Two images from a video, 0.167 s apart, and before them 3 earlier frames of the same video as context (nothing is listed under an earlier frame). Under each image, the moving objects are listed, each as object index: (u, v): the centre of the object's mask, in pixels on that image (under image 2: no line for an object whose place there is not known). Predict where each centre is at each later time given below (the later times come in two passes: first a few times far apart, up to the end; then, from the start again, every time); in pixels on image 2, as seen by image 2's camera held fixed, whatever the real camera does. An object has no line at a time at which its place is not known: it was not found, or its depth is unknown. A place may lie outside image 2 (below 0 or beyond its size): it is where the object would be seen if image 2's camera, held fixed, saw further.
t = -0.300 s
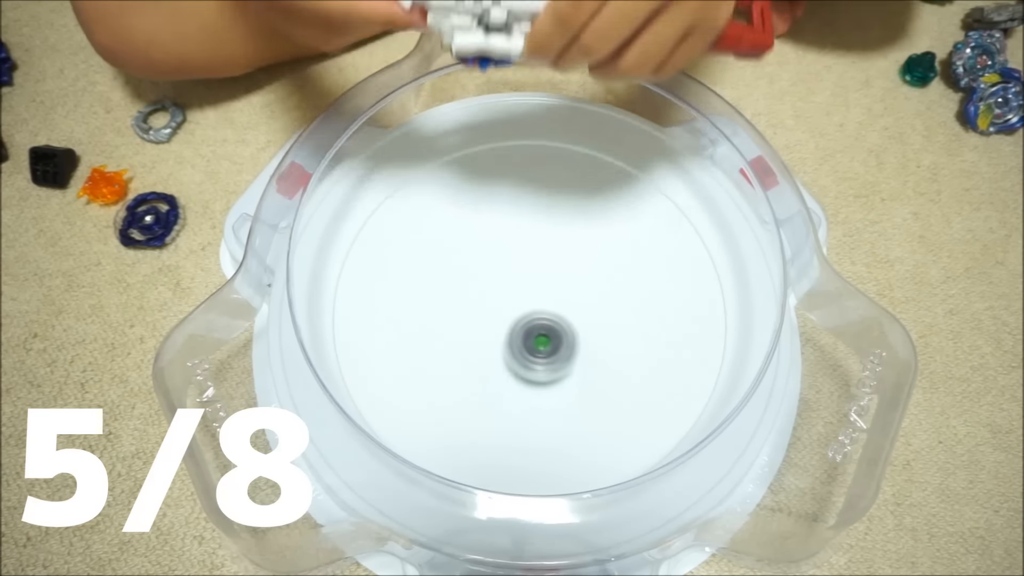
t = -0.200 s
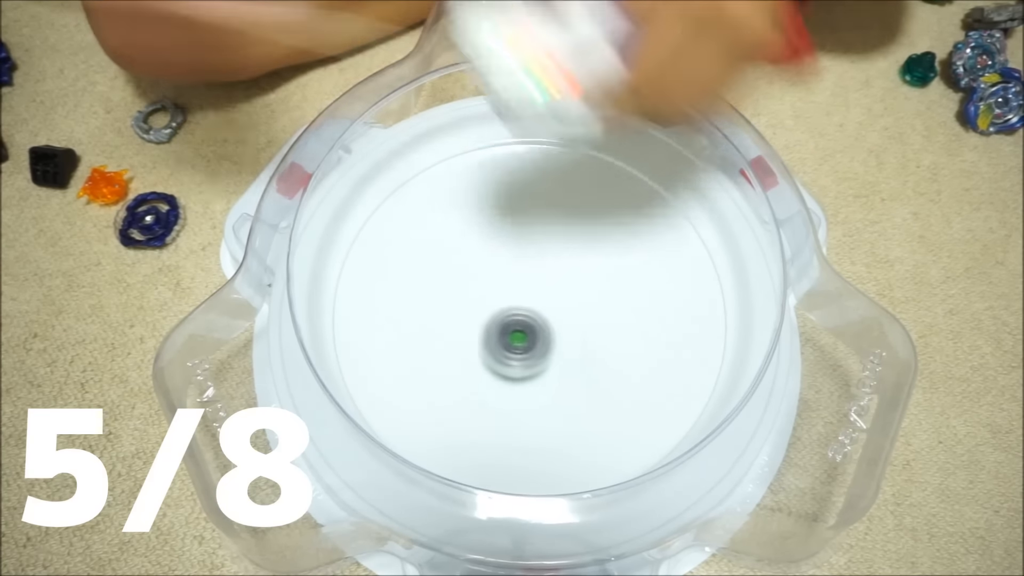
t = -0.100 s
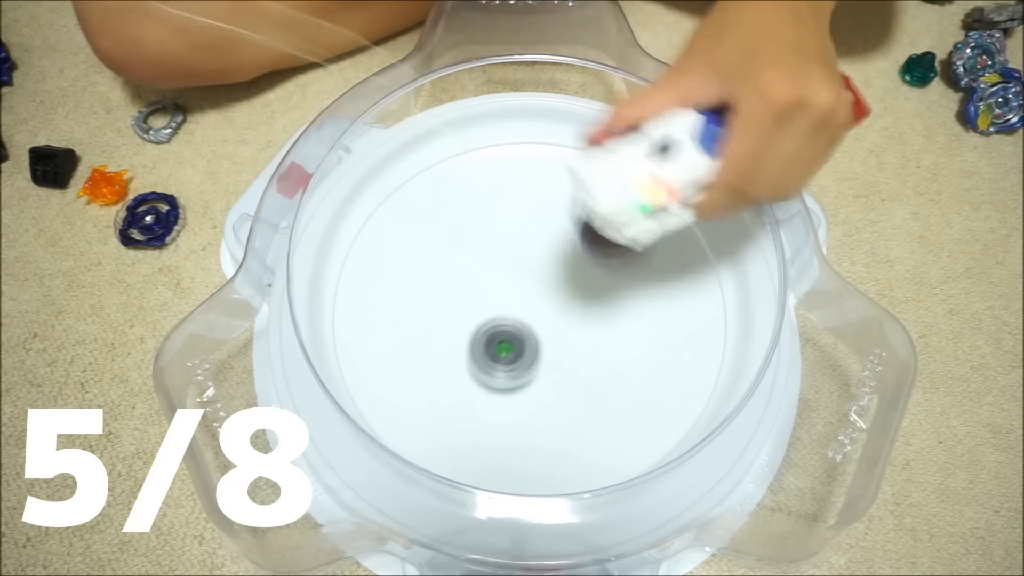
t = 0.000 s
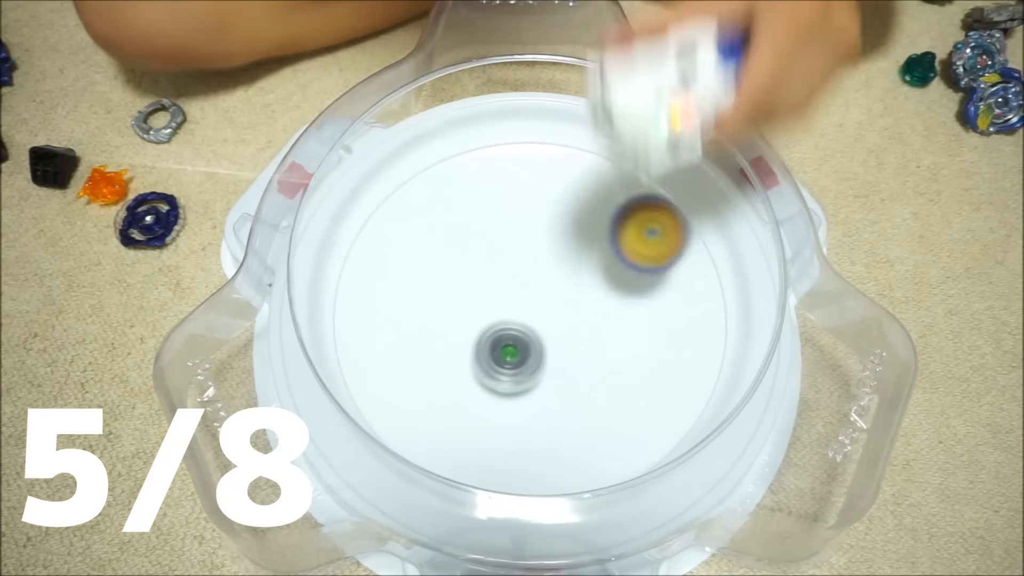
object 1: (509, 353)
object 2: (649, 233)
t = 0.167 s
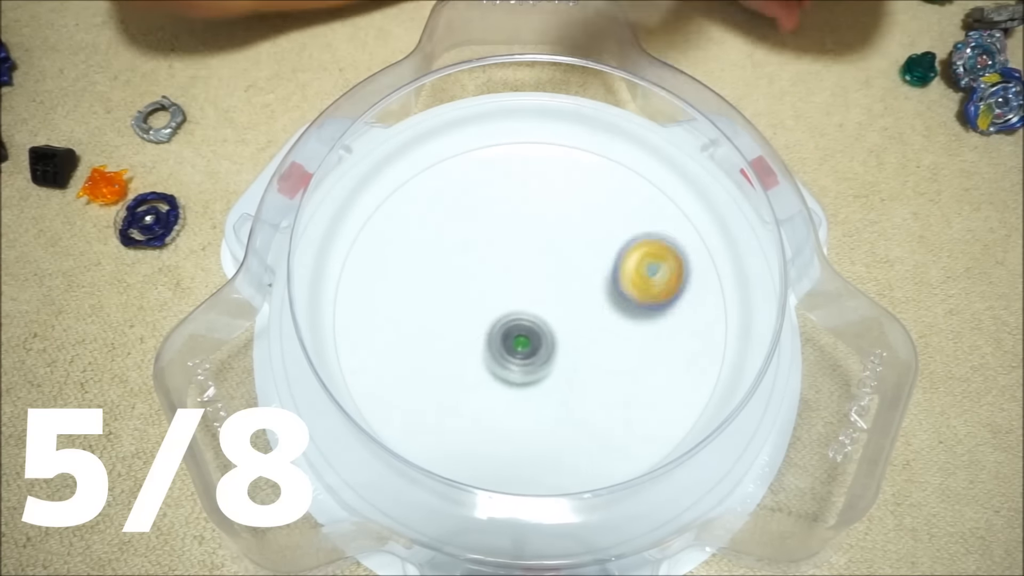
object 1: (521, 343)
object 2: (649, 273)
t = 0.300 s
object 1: (511, 319)
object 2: (607, 291)
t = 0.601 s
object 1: (439, 348)
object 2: (632, 286)
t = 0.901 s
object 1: (509, 341)
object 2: (627, 275)
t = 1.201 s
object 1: (491, 250)
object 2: (627, 311)
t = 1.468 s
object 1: (500, 273)
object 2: (660, 309)
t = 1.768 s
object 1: (471, 238)
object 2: (642, 327)
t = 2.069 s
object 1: (472, 282)
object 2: (655, 300)
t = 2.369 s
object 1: (374, 275)
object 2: (655, 370)
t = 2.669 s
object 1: (377, 322)
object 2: (641, 314)
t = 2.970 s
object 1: (389, 380)
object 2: (514, 305)
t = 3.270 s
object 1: (465, 410)
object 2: (580, 341)
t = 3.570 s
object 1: (502, 396)
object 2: (598, 161)
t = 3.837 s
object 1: (539, 340)
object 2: (405, 266)
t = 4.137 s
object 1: (548, 279)
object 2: (591, 467)
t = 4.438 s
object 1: (544, 241)
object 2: (683, 229)
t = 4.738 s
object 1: (537, 240)
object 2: (401, 215)
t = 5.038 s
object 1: (547, 263)
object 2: (440, 447)
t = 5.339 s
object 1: (564, 295)
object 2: (671, 322)
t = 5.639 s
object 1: (571, 318)
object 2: (498, 161)
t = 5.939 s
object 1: (563, 331)
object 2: (385, 317)
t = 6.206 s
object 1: (540, 336)
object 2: (597, 405)
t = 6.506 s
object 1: (511, 335)
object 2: (635, 216)
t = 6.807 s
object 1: (499, 326)
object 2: (441, 251)
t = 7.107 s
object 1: (550, 325)
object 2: (368, 388)
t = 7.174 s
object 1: (555, 314)
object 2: (401, 410)
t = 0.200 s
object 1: (521, 341)
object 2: (640, 282)
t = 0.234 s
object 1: (518, 336)
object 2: (630, 286)
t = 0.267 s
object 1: (515, 328)
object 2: (619, 288)
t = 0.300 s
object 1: (511, 319)
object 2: (607, 291)
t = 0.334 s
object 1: (509, 313)
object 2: (594, 293)
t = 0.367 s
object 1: (506, 310)
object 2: (584, 296)
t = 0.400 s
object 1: (489, 308)
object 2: (589, 295)
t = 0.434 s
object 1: (474, 309)
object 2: (598, 294)
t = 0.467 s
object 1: (463, 312)
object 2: (607, 293)
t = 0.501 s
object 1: (455, 318)
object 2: (615, 291)
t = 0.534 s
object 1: (447, 327)
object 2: (622, 290)
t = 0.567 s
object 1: (442, 336)
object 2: (627, 288)
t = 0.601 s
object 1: (439, 348)
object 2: (632, 286)
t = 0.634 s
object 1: (442, 358)
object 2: (634, 285)
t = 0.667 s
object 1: (448, 367)
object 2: (636, 283)
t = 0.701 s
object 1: (457, 371)
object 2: (637, 281)
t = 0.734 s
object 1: (467, 371)
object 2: (637, 279)
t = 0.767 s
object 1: (477, 370)
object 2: (636, 278)
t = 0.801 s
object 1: (486, 366)
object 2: (634, 277)
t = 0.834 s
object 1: (495, 361)
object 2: (632, 276)
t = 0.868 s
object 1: (502, 352)
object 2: (630, 276)
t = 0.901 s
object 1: (509, 341)
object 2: (627, 275)
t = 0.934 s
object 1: (515, 329)
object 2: (623, 276)
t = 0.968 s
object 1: (519, 315)
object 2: (620, 278)
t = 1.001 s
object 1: (520, 302)
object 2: (618, 280)
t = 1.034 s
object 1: (519, 289)
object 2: (616, 284)
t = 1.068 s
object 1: (516, 278)
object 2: (616, 288)
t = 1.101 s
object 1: (511, 267)
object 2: (617, 293)
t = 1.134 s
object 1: (505, 259)
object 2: (619, 299)
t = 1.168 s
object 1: (498, 253)
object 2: (622, 306)
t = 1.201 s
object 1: (491, 250)
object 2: (627, 311)
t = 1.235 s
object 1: (487, 251)
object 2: (632, 317)
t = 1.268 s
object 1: (484, 255)
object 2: (637, 322)
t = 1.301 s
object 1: (484, 258)
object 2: (643, 325)
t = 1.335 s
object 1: (485, 261)
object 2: (648, 327)
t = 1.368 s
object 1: (488, 265)
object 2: (654, 326)
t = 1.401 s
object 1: (491, 268)
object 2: (658, 323)
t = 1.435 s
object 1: (495, 271)
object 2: (661, 317)
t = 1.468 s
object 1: (500, 273)
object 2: (660, 309)
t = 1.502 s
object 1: (504, 275)
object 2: (657, 299)
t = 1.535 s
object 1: (508, 276)
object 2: (649, 289)
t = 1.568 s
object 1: (513, 277)
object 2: (638, 282)
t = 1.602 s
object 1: (516, 277)
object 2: (625, 279)
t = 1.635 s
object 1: (520, 274)
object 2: (610, 279)
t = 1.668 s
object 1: (520, 270)
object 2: (600, 285)
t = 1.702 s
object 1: (496, 258)
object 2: (614, 299)
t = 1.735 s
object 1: (481, 246)
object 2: (629, 314)
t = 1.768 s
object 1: (471, 238)
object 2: (642, 327)
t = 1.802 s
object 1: (465, 237)
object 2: (655, 337)
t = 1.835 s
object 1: (461, 240)
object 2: (665, 343)
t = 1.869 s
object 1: (458, 246)
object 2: (676, 343)
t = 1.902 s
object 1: (457, 253)
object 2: (682, 342)
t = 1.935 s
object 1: (457, 260)
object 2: (686, 337)
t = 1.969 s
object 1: (458, 267)
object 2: (685, 328)
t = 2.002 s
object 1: (462, 273)
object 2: (679, 318)
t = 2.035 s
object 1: (467, 279)
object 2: (669, 308)
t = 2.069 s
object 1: (472, 282)
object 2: (655, 300)
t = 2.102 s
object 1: (477, 285)
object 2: (637, 294)
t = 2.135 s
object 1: (481, 288)
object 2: (617, 291)
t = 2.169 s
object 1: (486, 291)
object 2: (595, 292)
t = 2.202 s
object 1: (489, 293)
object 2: (572, 296)
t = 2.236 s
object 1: (457, 285)
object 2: (583, 310)
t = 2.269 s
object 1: (425, 278)
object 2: (604, 326)
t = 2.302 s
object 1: (401, 274)
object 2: (623, 344)
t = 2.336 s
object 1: (384, 272)
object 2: (640, 359)
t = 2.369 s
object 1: (374, 275)
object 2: (655, 370)
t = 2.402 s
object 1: (368, 281)
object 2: (669, 376)
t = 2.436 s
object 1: (364, 287)
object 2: (681, 377)
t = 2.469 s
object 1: (362, 293)
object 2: (690, 375)
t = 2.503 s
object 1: (362, 298)
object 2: (694, 368)
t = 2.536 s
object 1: (363, 304)
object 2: (693, 358)
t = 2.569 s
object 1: (365, 308)
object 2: (687, 346)
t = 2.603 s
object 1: (368, 313)
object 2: (674, 335)
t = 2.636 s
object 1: (373, 317)
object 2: (658, 324)
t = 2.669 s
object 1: (377, 322)
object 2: (641, 314)
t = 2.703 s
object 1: (382, 325)
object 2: (619, 307)
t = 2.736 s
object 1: (389, 329)
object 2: (593, 302)
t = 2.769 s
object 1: (397, 333)
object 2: (565, 300)
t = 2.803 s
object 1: (406, 337)
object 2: (537, 301)
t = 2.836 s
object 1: (416, 340)
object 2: (509, 306)
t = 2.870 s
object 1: (417, 346)
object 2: (493, 310)
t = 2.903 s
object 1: (400, 361)
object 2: (500, 306)
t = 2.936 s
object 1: (390, 371)
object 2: (507, 304)
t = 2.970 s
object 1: (389, 380)
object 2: (514, 305)
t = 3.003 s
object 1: (394, 386)
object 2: (520, 309)
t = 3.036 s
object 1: (403, 391)
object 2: (524, 316)
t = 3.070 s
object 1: (414, 395)
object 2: (527, 325)
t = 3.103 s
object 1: (426, 398)
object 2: (531, 335)
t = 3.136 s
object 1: (440, 401)
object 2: (534, 343)
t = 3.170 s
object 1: (453, 401)
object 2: (537, 350)
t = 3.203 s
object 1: (467, 403)
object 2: (540, 355)
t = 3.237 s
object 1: (477, 401)
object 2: (546, 356)
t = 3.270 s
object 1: (465, 410)
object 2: (580, 341)
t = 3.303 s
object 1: (456, 413)
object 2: (609, 323)
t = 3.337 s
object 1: (455, 414)
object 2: (632, 301)
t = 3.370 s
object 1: (458, 414)
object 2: (647, 277)
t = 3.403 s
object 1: (464, 412)
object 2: (655, 254)
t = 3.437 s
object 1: (472, 410)
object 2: (654, 234)
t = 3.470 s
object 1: (480, 408)
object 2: (649, 212)
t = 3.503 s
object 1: (487, 405)
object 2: (638, 188)
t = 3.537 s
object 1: (495, 401)
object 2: (621, 172)
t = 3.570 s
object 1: (502, 396)
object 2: (598, 161)
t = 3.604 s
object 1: (508, 390)
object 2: (570, 156)
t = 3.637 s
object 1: (514, 383)
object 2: (540, 155)
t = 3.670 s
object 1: (520, 377)
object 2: (511, 160)
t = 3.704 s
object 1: (524, 370)
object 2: (483, 171)
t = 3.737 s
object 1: (529, 363)
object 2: (455, 189)
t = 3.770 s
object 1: (532, 356)
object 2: (432, 211)
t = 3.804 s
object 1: (536, 348)
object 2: (415, 238)
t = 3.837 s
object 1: (539, 340)
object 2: (405, 266)
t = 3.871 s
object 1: (541, 333)
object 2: (400, 295)
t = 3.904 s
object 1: (543, 326)
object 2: (400, 331)
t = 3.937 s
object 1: (544, 319)
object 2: (408, 367)
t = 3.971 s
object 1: (545, 311)
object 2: (425, 400)
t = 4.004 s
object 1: (546, 304)
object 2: (447, 428)
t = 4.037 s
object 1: (547, 297)
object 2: (480, 452)
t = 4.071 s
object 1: (548, 291)
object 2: (515, 465)
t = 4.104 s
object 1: (548, 284)
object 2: (554, 469)
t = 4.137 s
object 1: (548, 279)
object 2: (591, 467)
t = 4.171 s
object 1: (548, 273)
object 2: (623, 456)
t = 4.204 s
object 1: (548, 268)
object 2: (654, 435)
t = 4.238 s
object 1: (548, 263)
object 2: (681, 408)
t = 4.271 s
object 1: (548, 258)
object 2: (698, 380)
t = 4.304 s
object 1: (547, 254)
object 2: (710, 346)
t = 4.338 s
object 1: (546, 250)
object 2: (714, 315)
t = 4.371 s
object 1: (546, 247)
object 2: (711, 284)
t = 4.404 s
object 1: (545, 244)
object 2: (699, 252)
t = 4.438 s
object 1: (544, 241)
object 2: (683, 229)
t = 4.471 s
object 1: (543, 239)
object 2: (658, 205)
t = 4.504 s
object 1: (543, 237)
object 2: (630, 188)
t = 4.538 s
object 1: (542, 236)
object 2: (599, 176)
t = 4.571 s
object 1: (540, 236)
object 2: (563, 170)
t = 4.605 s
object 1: (539, 236)
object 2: (531, 168)
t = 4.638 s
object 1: (538, 237)
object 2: (493, 173)
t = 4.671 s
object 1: (537, 238)
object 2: (460, 183)
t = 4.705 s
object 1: (536, 239)
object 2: (430, 195)
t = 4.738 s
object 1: (537, 240)
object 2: (401, 215)
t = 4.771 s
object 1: (537, 242)
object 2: (380, 234)
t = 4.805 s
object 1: (538, 243)
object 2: (360, 259)
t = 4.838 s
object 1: (539, 245)
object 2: (348, 285)
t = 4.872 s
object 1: (540, 247)
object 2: (341, 314)
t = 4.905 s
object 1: (541, 250)
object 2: (343, 346)
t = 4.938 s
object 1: (542, 253)
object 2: (358, 374)
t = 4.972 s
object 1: (544, 256)
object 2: (381, 405)
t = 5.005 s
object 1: (546, 260)
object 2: (408, 427)
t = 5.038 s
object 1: (547, 263)
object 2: (440, 447)
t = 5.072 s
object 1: (549, 267)
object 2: (476, 459)
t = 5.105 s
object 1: (551, 271)
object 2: (512, 466)
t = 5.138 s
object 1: (553, 274)
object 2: (551, 464)
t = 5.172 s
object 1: (555, 278)
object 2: (586, 456)
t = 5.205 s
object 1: (557, 282)
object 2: (618, 436)
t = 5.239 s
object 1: (559, 285)
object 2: (640, 414)
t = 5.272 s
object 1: (560, 288)
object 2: (658, 383)
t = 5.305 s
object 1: (562, 292)
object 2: (667, 356)
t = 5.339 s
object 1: (564, 295)
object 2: (671, 322)
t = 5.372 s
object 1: (565, 298)
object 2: (668, 294)
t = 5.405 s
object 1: (566, 301)
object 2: (658, 265)
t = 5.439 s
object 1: (568, 303)
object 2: (645, 237)
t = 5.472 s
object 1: (569, 306)
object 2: (628, 215)
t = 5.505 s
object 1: (569, 309)
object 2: (605, 194)
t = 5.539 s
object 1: (570, 311)
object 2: (582, 180)
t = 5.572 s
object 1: (571, 314)
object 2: (554, 168)
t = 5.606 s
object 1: (571, 316)
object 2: (527, 162)
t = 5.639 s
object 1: (571, 318)
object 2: (498, 161)
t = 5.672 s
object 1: (571, 320)
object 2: (470, 166)
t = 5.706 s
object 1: (571, 322)
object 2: (446, 175)
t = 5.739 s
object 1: (570, 324)
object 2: (422, 189)
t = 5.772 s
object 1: (569, 325)
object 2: (404, 204)
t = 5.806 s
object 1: (568, 328)
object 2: (389, 225)
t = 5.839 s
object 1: (567, 328)
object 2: (380, 244)
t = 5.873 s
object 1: (566, 329)
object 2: (378, 266)
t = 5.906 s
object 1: (565, 330)
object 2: (379, 293)
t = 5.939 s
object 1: (563, 331)
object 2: (385, 317)
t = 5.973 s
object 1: (561, 332)
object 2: (396, 345)
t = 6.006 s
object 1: (558, 333)
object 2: (414, 369)
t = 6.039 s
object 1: (556, 334)
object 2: (438, 390)
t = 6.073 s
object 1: (553, 335)
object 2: (468, 407)
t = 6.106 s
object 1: (550, 335)
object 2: (499, 416)
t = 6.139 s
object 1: (547, 336)
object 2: (532, 420)
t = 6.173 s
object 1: (543, 336)
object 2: (566, 416)
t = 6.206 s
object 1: (540, 336)
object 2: (597, 405)
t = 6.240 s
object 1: (537, 336)
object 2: (622, 391)
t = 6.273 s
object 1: (533, 337)
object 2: (644, 370)
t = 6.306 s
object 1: (529, 336)
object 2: (660, 347)
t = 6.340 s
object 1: (526, 337)
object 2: (668, 326)
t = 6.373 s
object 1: (523, 336)
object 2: (671, 302)
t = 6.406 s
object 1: (520, 336)
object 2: (670, 276)
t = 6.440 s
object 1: (517, 336)
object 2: (663, 254)
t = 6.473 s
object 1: (514, 336)
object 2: (651, 236)
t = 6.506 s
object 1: (511, 335)
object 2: (635, 216)
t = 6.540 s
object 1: (509, 334)
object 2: (615, 201)
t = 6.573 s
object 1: (507, 334)
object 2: (592, 192)
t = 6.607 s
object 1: (505, 333)
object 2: (566, 186)
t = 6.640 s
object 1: (503, 331)
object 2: (538, 187)
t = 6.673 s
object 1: (502, 331)
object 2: (514, 190)
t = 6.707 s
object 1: (501, 329)
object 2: (490, 199)
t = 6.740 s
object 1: (500, 328)
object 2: (468, 213)
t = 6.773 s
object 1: (499, 327)
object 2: (452, 232)
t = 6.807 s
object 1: (499, 326)
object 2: (441, 251)
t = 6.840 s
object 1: (499, 325)
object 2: (434, 272)
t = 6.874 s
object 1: (501, 325)
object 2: (427, 296)
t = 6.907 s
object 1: (515, 333)
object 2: (410, 308)
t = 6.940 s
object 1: (526, 338)
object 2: (393, 320)
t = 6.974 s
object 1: (534, 339)
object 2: (379, 333)
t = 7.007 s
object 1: (539, 337)
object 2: (367, 348)
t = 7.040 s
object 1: (543, 333)
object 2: (360, 361)
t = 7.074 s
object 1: (547, 328)
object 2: (360, 376)
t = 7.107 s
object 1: (550, 325)
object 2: (368, 388)
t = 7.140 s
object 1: (552, 320)
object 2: (383, 400)
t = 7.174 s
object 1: (555, 314)
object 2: (401, 410)
